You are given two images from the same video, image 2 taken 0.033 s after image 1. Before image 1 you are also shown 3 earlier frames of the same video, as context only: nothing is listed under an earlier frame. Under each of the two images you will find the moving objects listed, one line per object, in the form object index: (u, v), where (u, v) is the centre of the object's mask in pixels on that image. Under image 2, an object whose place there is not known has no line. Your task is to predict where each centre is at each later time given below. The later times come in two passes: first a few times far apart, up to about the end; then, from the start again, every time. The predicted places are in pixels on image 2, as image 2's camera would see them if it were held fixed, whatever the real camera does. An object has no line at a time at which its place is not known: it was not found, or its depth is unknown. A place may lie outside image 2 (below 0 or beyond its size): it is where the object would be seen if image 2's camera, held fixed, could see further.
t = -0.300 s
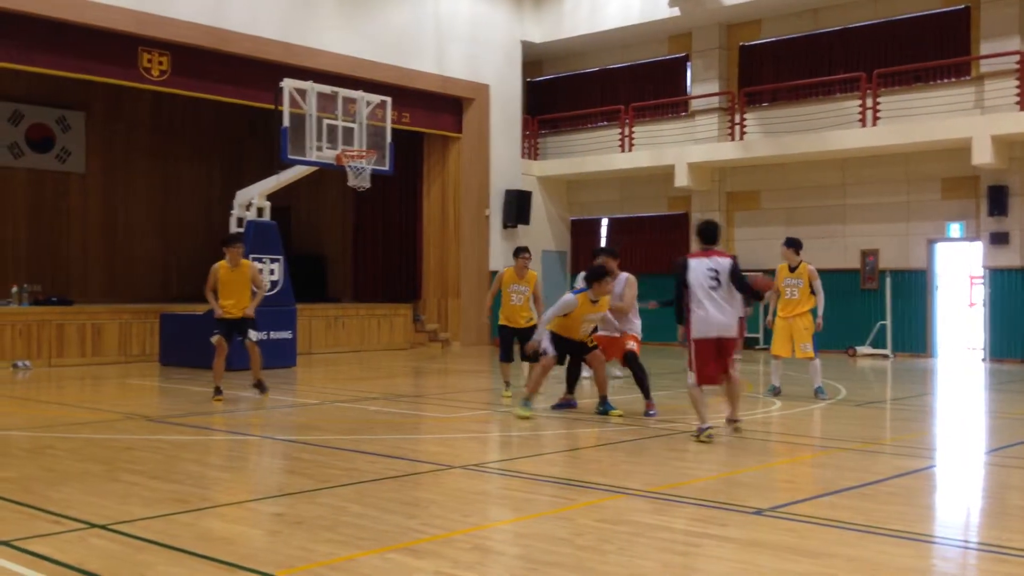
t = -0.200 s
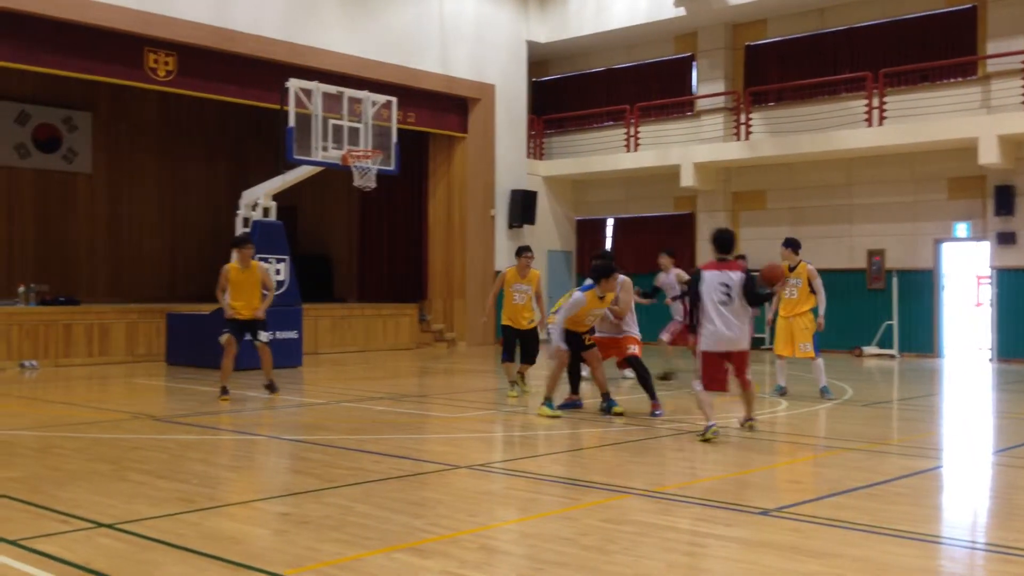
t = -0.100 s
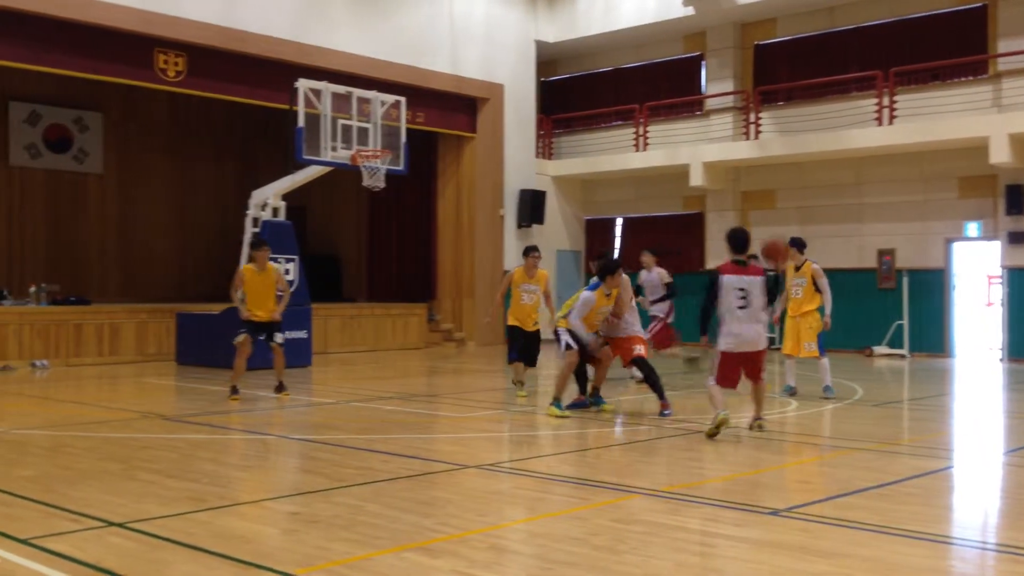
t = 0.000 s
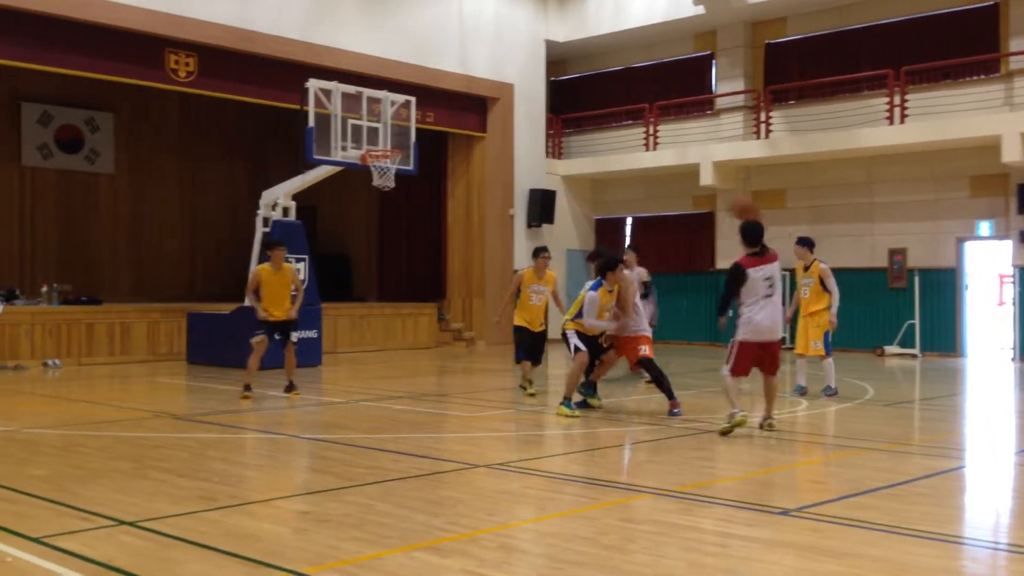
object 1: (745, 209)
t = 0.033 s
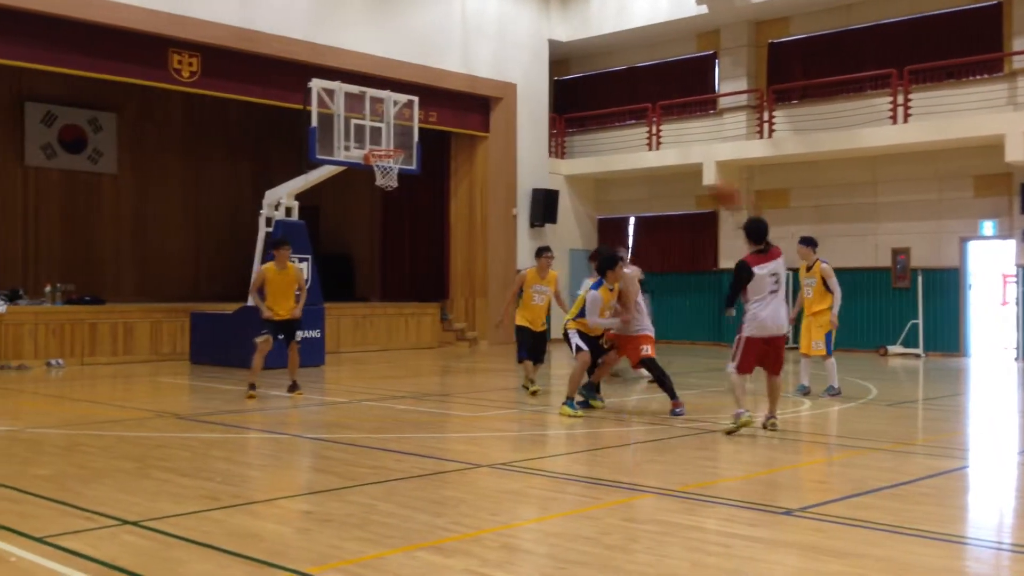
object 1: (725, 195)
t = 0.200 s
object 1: (628, 155)
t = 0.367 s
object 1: (551, 145)
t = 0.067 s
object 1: (705, 183)
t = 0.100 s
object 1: (684, 176)
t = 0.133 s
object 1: (666, 166)
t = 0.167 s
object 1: (645, 160)
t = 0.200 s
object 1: (628, 155)
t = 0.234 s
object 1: (611, 151)
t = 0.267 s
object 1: (596, 147)
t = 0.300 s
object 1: (579, 146)
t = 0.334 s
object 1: (565, 144)
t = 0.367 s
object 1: (551, 145)
